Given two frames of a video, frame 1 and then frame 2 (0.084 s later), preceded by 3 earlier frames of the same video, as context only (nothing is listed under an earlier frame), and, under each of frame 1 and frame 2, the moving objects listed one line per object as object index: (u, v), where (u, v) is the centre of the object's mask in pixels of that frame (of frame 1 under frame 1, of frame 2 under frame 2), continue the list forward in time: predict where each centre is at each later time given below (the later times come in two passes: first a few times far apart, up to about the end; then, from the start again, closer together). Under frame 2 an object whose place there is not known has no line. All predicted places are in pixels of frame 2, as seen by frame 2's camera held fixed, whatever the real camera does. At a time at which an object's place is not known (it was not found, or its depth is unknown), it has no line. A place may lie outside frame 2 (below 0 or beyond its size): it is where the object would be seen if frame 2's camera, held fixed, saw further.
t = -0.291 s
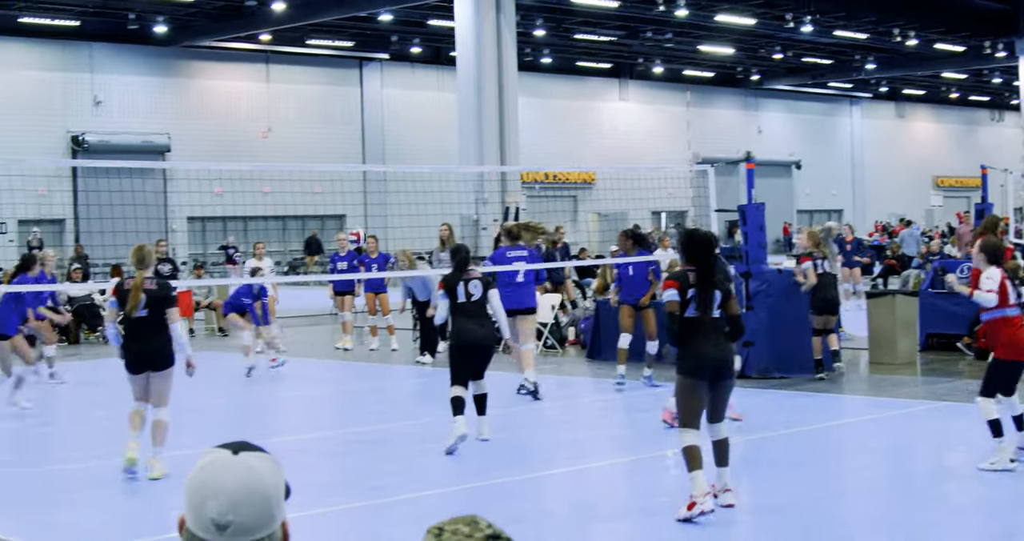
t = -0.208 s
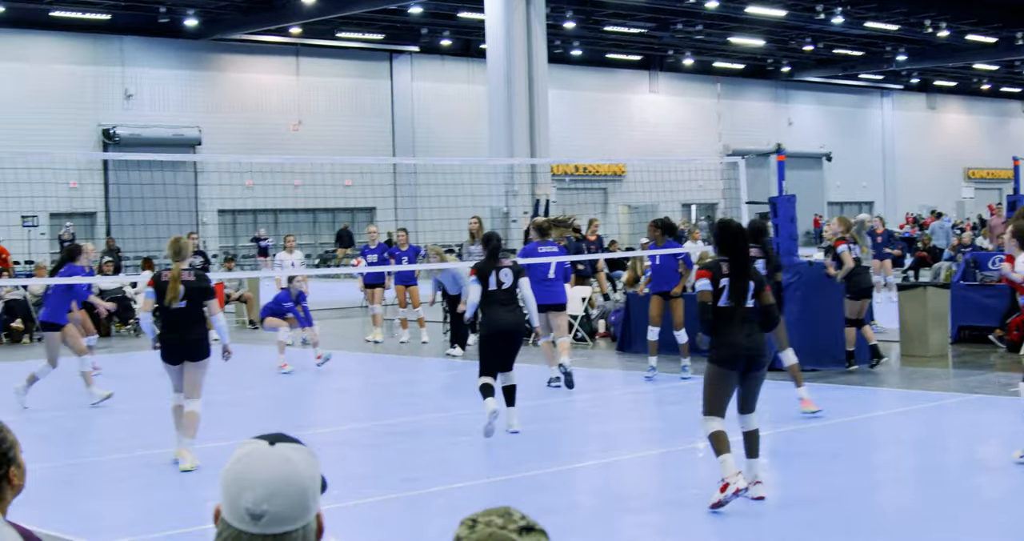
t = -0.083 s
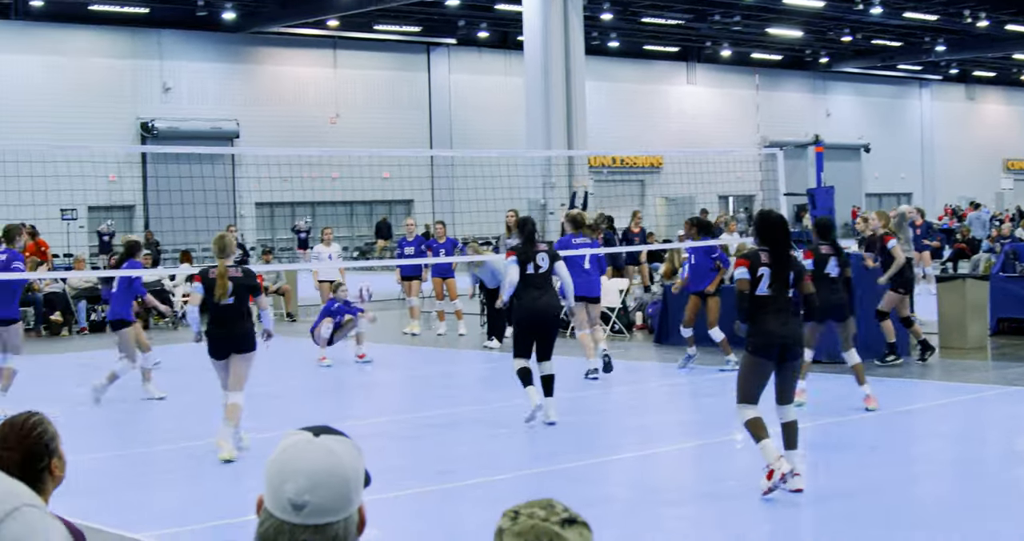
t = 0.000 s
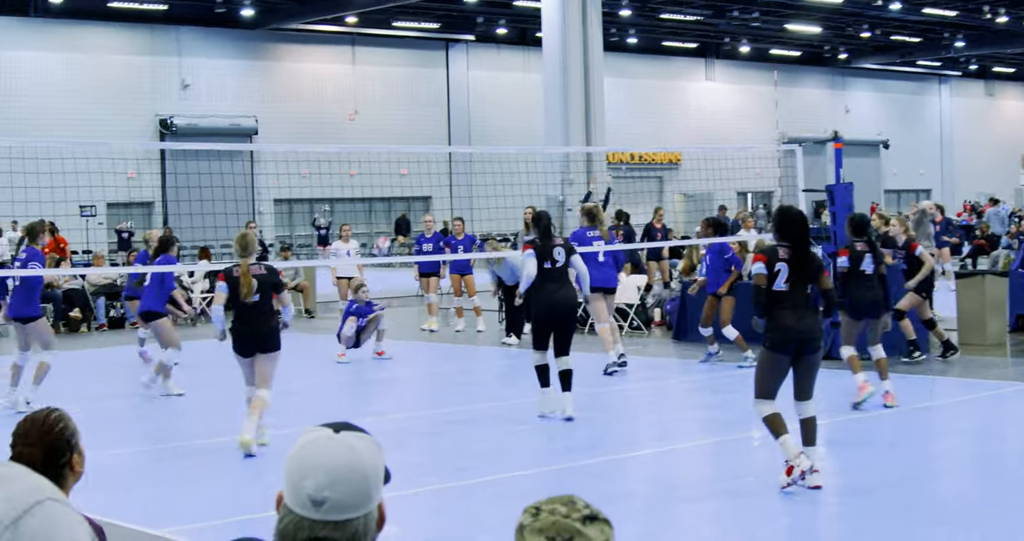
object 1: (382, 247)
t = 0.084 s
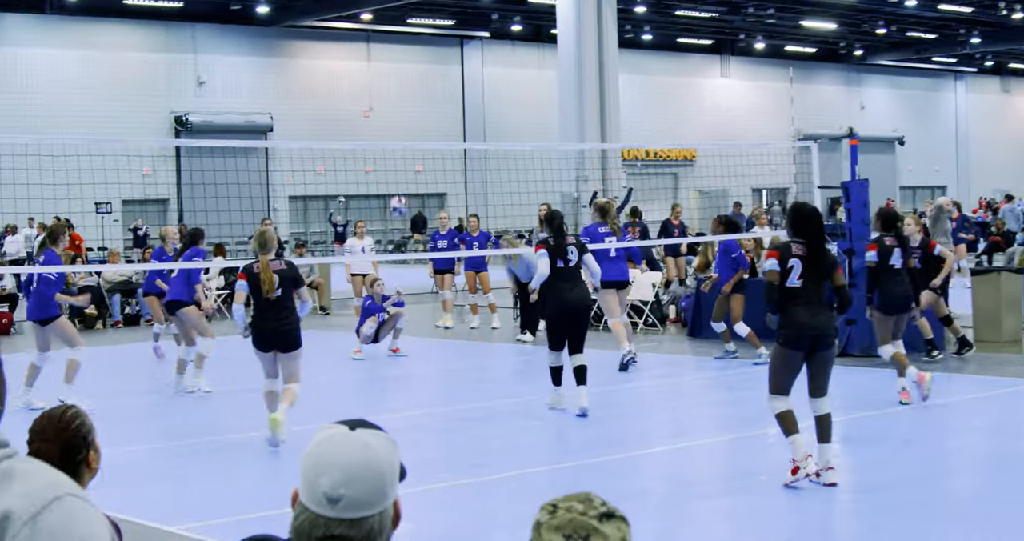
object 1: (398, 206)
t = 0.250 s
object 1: (399, 146)
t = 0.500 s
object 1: (403, 99)
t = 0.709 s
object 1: (405, 101)
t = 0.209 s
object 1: (400, 159)
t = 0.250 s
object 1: (399, 146)
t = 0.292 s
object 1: (401, 134)
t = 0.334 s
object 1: (401, 126)
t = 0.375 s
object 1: (402, 116)
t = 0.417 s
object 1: (402, 108)
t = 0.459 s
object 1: (403, 103)
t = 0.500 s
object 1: (403, 99)
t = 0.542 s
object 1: (404, 96)
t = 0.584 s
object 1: (404, 96)
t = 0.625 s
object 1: (405, 95)
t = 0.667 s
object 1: (405, 97)
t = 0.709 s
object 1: (405, 101)
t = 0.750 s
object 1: (407, 106)
